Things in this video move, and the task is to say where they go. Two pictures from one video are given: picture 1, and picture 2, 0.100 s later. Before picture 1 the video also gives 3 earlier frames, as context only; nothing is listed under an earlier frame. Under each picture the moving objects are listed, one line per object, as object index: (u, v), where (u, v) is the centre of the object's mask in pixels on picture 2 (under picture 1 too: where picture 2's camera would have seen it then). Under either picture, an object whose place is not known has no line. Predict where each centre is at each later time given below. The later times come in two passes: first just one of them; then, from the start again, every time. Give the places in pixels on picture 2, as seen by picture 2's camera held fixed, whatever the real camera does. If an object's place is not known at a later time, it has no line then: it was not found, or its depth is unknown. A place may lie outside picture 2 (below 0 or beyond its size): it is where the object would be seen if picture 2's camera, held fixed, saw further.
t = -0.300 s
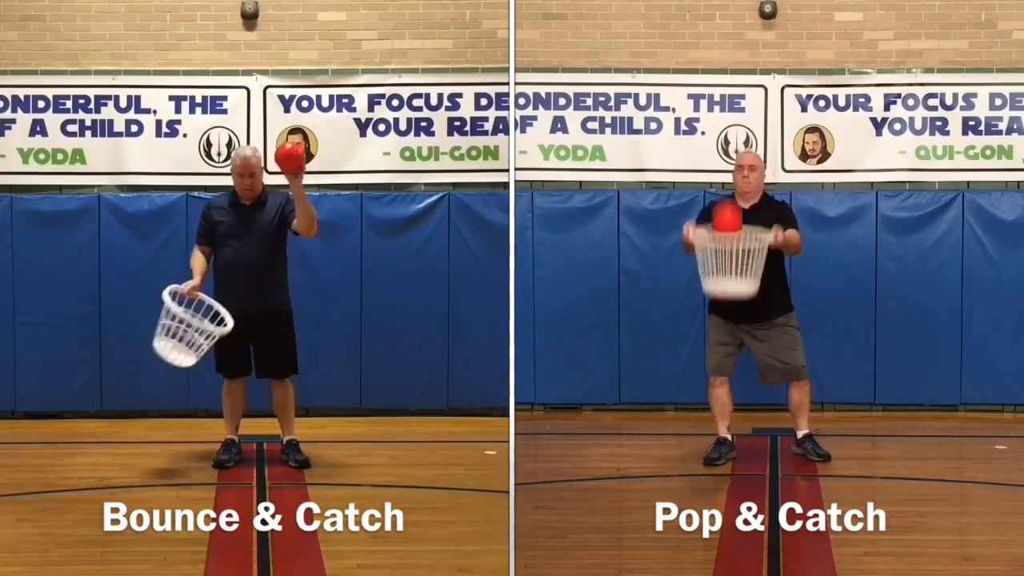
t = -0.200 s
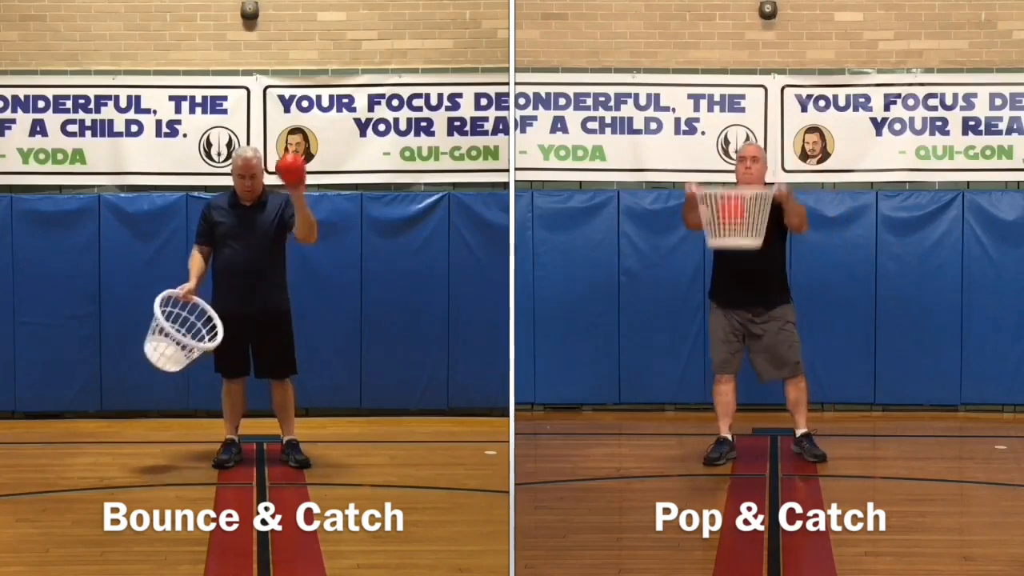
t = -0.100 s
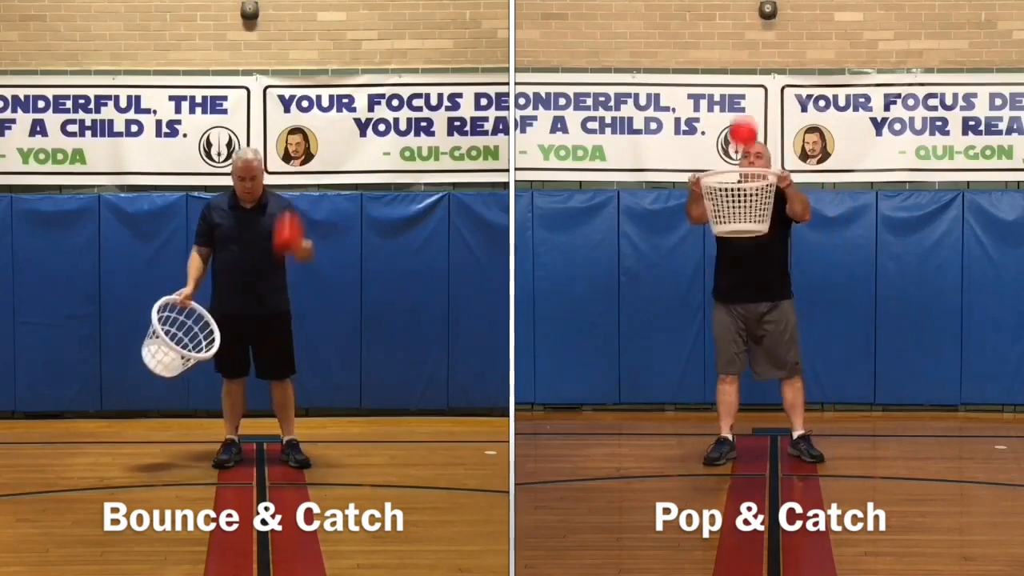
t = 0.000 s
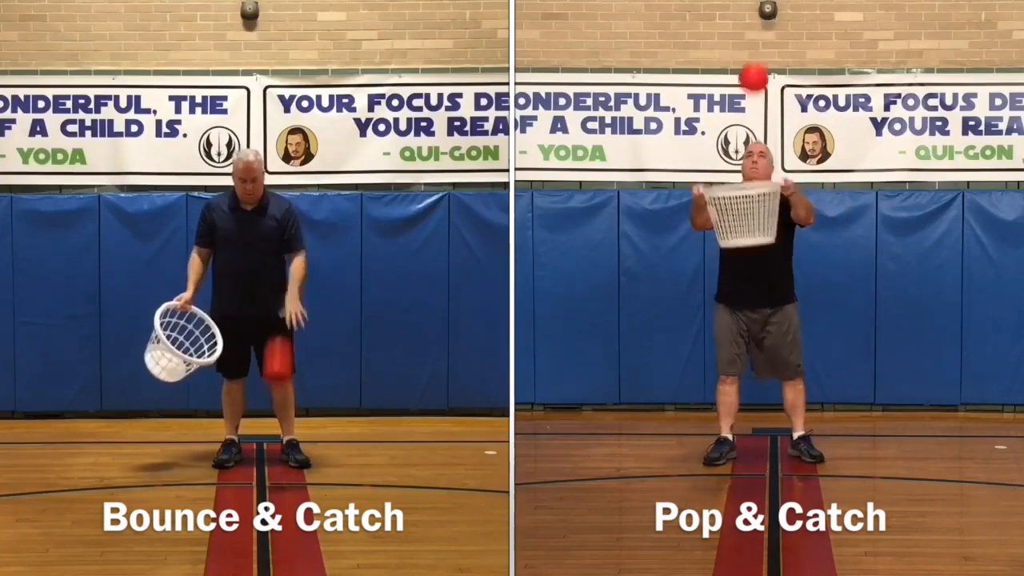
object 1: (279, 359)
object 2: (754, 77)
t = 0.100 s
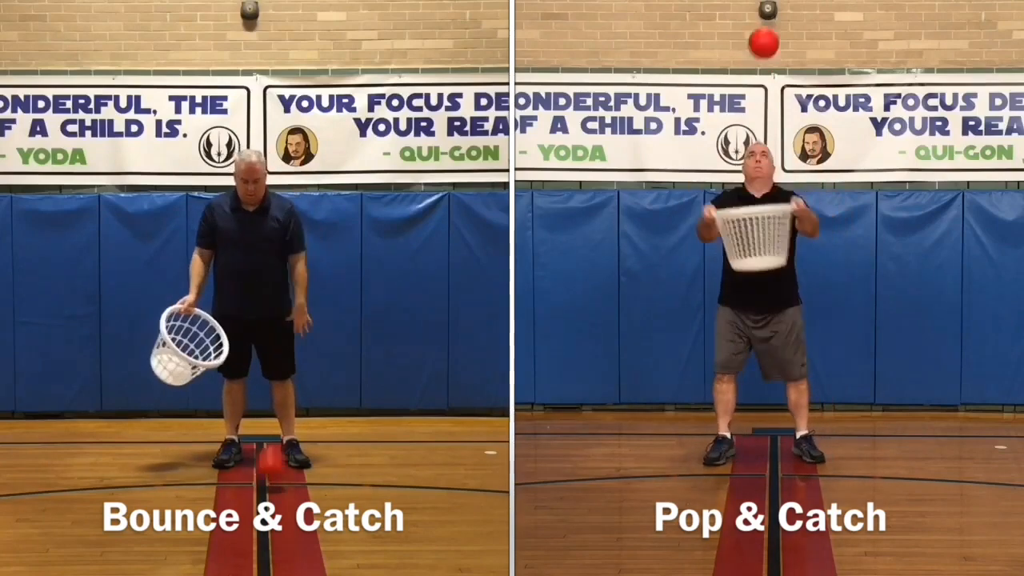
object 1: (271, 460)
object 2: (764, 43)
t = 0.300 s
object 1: (271, 346)
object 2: (783, 30)
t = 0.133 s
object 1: (270, 442)
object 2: (767, 35)
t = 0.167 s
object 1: (270, 415)
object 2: (770, 30)
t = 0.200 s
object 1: (271, 395)
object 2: (774, 27)
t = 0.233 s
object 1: (271, 377)
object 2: (777, 26)
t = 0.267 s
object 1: (272, 361)
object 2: (780, 27)
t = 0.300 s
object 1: (271, 346)
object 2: (783, 30)
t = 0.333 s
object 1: (271, 333)
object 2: (787, 36)
